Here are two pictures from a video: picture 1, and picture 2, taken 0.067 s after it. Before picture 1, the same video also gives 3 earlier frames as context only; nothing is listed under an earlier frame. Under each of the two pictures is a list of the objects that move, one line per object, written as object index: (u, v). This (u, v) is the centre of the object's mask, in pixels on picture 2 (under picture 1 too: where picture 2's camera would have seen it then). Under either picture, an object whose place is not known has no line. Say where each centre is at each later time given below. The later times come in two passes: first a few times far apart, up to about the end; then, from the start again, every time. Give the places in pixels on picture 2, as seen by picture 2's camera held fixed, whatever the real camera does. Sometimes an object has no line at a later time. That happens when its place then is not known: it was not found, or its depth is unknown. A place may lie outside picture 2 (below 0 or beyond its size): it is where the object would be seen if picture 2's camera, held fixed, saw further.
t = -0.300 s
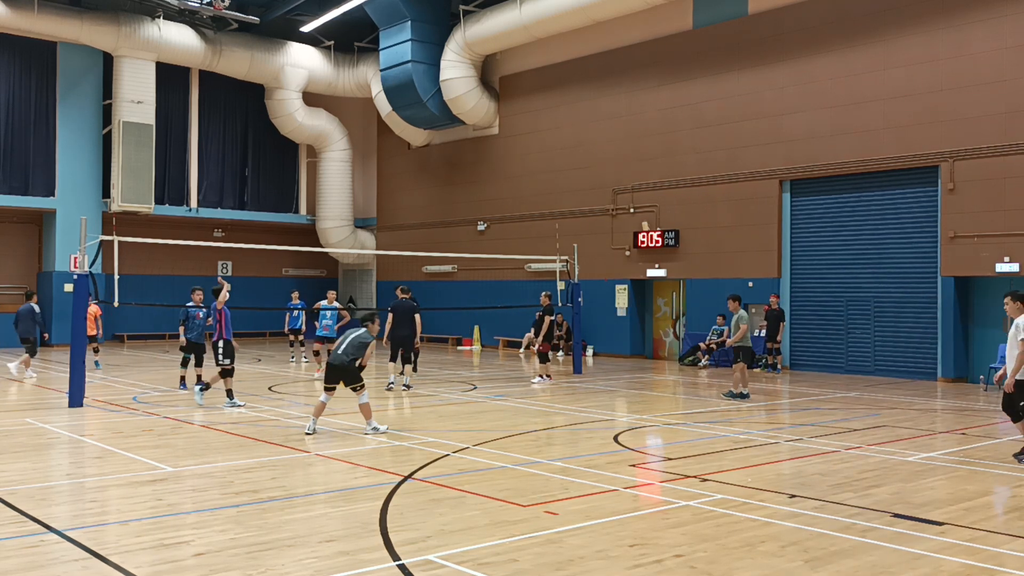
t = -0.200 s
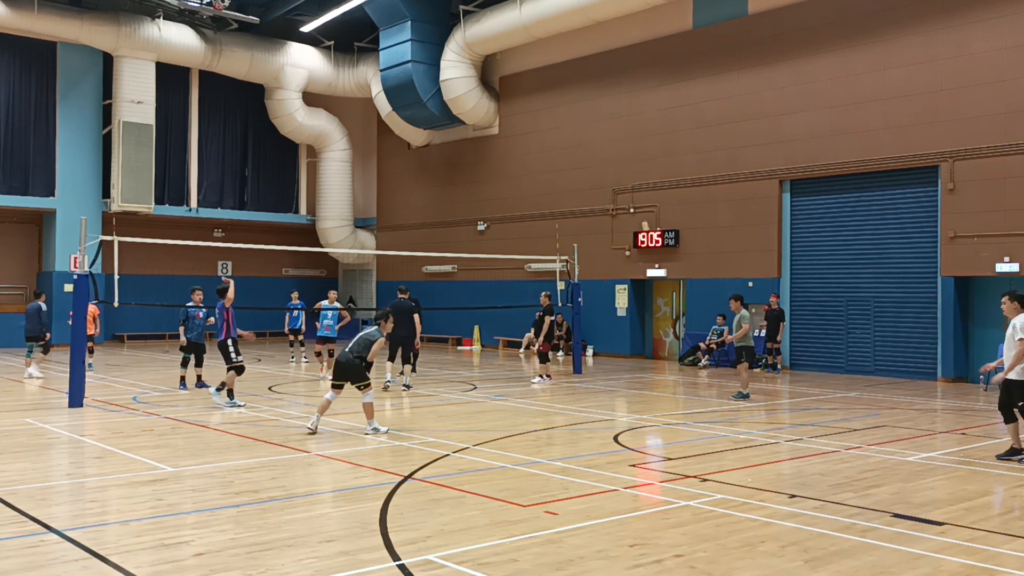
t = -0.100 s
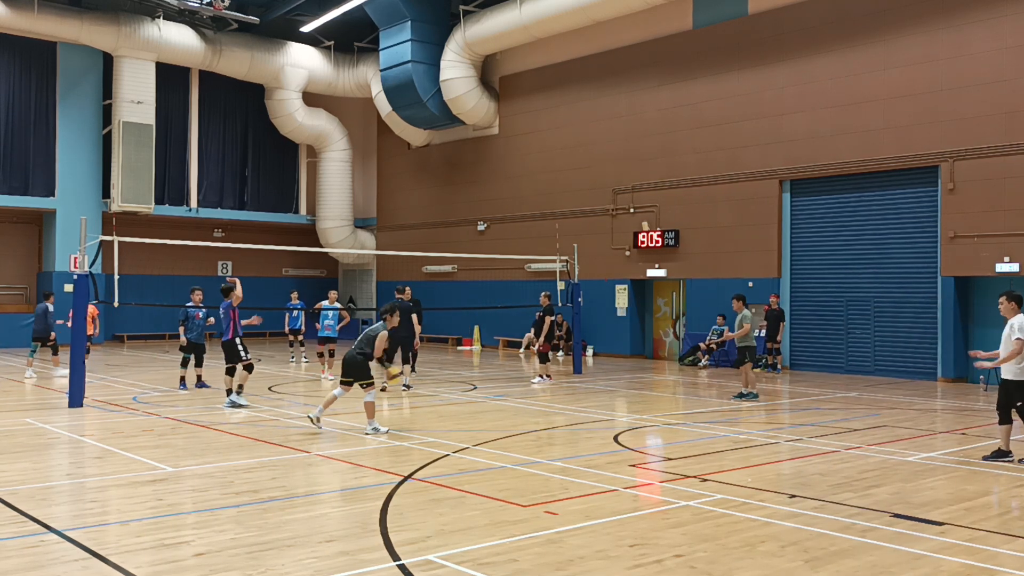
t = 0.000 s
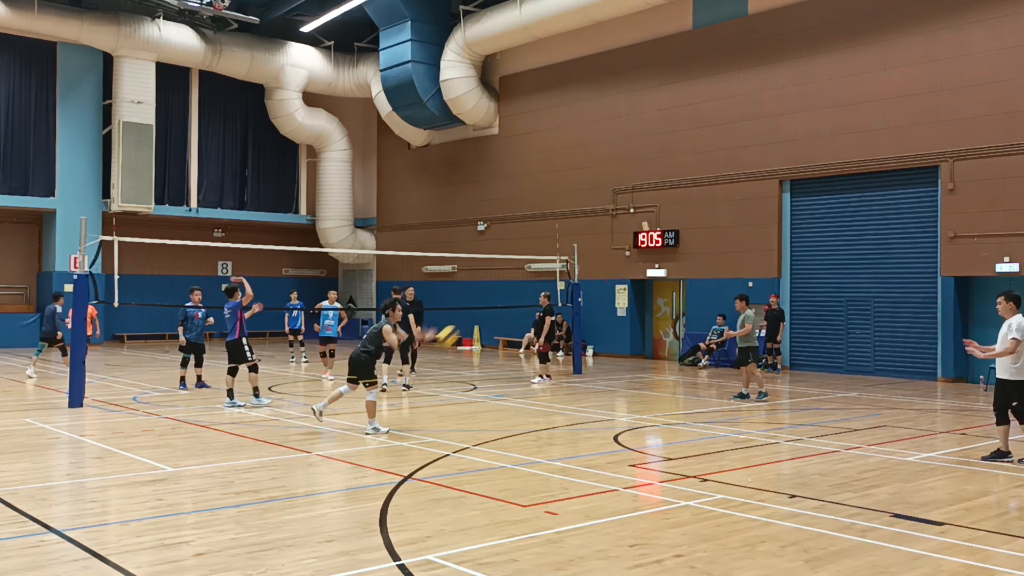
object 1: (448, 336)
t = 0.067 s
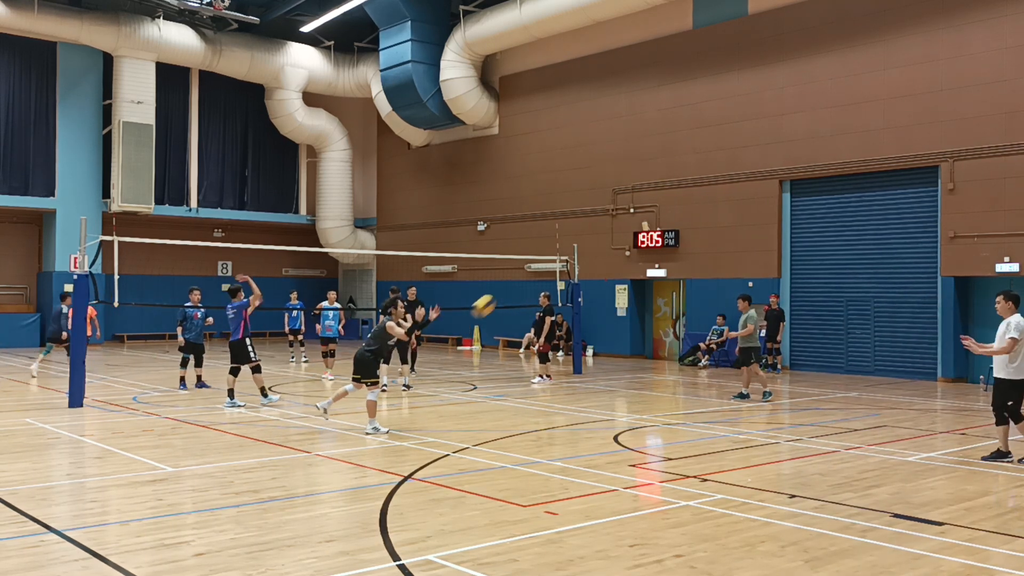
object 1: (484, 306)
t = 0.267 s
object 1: (592, 234)
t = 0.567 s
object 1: (754, 187)
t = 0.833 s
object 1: (902, 214)
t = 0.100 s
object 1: (502, 292)
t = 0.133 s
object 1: (520, 279)
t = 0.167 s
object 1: (537, 266)
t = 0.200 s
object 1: (556, 253)
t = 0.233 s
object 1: (573, 244)
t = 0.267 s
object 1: (592, 234)
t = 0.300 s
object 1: (610, 225)
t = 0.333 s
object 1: (627, 217)
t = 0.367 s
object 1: (646, 210)
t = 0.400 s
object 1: (664, 203)
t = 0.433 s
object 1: (682, 198)
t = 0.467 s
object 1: (700, 194)
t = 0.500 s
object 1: (718, 191)
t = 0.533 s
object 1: (736, 188)
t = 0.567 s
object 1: (754, 187)
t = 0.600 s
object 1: (772, 187)
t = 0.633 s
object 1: (791, 188)
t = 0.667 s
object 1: (809, 190)
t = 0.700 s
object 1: (828, 192)
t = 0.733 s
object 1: (846, 196)
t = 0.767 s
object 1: (865, 201)
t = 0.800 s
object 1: (883, 207)
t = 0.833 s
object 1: (902, 214)
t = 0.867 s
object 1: (919, 222)
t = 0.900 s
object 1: (937, 230)
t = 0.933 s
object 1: (954, 240)
